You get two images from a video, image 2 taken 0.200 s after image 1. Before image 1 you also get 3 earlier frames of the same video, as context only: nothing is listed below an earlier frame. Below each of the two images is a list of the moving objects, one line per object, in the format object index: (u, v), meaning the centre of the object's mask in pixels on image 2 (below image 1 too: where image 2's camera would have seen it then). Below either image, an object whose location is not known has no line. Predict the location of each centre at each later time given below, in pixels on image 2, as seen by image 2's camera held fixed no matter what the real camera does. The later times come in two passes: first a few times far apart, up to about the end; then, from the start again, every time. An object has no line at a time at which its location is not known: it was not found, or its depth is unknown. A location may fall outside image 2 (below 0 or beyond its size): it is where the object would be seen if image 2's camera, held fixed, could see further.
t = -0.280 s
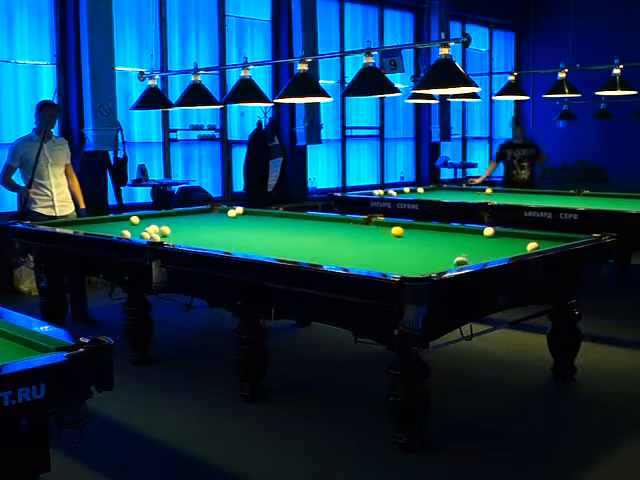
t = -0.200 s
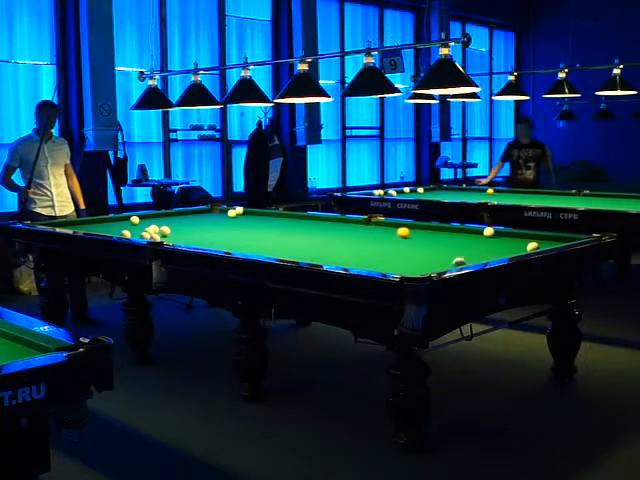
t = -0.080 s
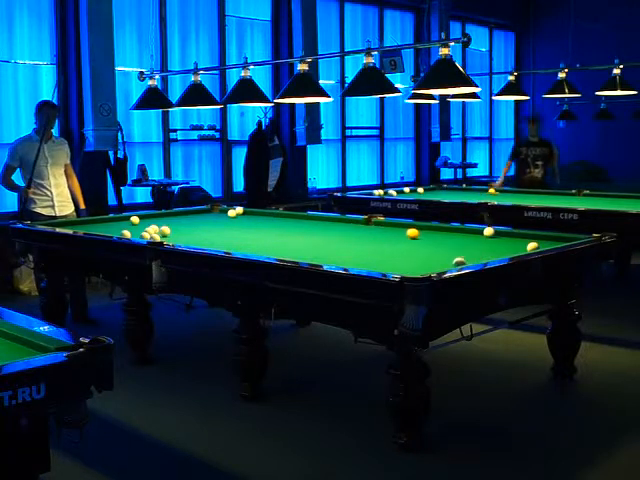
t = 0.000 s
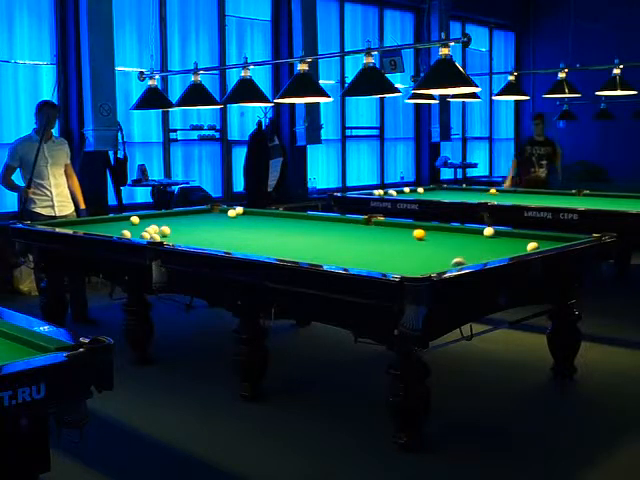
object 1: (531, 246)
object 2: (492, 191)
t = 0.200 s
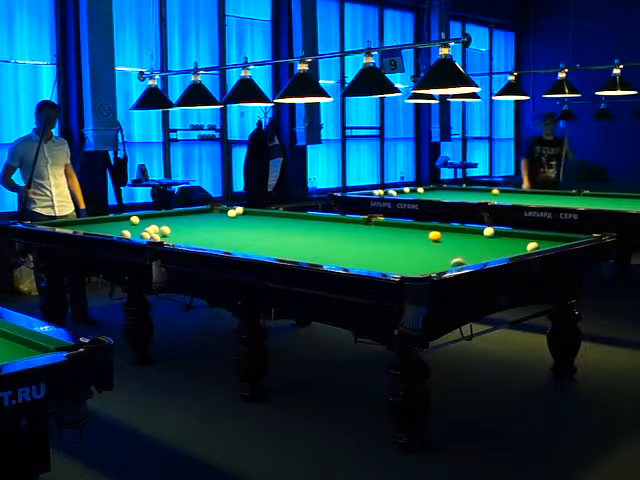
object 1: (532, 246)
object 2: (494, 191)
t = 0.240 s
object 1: (532, 246)
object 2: (495, 191)
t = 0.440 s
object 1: (532, 246)
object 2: (497, 192)
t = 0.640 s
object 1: (532, 246)
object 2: (500, 192)
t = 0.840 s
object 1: (532, 246)
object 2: (502, 192)
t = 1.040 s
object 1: (532, 246)
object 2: (503, 192)
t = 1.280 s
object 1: (536, 246)
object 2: (506, 192)
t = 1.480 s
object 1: (536, 245)
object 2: (507, 192)
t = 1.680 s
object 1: (532, 244)
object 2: (507, 192)
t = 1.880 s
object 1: (525, 244)
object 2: (509, 193)
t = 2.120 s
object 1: (519, 244)
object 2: (510, 193)
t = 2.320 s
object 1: (515, 244)
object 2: (510, 193)
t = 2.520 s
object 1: (511, 244)
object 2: (511, 192)
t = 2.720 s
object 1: (507, 243)
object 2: (511, 192)
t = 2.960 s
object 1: (503, 243)
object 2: (511, 192)
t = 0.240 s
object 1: (532, 246)
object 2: (495, 191)
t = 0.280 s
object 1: (532, 246)
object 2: (495, 191)
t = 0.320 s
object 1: (532, 246)
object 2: (496, 192)
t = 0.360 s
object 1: (532, 246)
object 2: (496, 192)
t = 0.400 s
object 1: (532, 246)
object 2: (496, 192)
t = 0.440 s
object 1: (532, 246)
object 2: (497, 192)
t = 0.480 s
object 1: (532, 246)
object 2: (497, 192)
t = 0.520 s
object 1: (532, 246)
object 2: (497, 192)
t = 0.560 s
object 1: (532, 246)
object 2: (498, 192)
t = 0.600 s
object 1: (532, 246)
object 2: (499, 192)
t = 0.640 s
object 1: (532, 246)
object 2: (500, 192)
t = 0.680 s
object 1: (532, 246)
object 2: (500, 192)
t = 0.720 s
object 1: (532, 246)
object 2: (501, 192)
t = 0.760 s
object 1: (532, 246)
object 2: (501, 192)
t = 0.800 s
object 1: (532, 246)
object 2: (501, 192)
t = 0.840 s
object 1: (532, 246)
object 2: (502, 192)
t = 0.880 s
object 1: (532, 246)
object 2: (502, 192)
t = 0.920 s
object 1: (532, 246)
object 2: (502, 192)
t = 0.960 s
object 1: (532, 246)
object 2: (502, 192)
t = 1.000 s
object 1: (532, 246)
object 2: (503, 192)
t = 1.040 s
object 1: (532, 246)
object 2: (503, 192)
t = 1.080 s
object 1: (532, 246)
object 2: (504, 192)
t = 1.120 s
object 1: (532, 246)
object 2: (504, 192)
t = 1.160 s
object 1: (532, 246)
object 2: (504, 192)
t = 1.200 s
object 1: (532, 245)
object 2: (505, 192)
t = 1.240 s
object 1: (533, 246)
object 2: (506, 192)
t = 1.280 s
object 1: (536, 246)
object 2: (506, 192)
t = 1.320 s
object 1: (539, 245)
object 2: (506, 192)
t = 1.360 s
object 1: (539, 245)
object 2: (506, 192)
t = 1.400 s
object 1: (538, 246)
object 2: (506, 192)
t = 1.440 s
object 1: (537, 245)
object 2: (506, 192)
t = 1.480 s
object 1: (536, 245)
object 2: (507, 192)
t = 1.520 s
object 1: (535, 245)
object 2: (507, 192)
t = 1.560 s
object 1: (534, 245)
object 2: (507, 192)
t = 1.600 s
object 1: (532, 245)
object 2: (507, 192)
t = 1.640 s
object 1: (532, 245)
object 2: (507, 192)
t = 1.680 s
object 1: (532, 244)
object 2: (507, 192)
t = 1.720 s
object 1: (531, 244)
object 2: (508, 192)
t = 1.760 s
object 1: (531, 244)
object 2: (508, 192)
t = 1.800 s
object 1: (528, 243)
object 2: (508, 192)
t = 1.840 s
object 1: (527, 243)
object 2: (508, 193)
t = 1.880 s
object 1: (525, 244)
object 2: (509, 193)
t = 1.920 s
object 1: (523, 244)
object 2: (509, 193)
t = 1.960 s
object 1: (522, 245)
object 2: (509, 193)
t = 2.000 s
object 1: (521, 244)
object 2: (509, 193)
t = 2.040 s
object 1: (520, 244)
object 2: (510, 192)
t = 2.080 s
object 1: (520, 244)
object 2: (510, 193)
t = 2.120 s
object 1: (519, 244)
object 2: (510, 193)
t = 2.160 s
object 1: (518, 244)
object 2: (510, 193)
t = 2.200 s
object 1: (517, 244)
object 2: (510, 193)
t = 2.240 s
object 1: (516, 244)
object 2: (510, 193)
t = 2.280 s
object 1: (515, 244)
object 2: (510, 193)
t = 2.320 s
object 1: (515, 244)
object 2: (510, 193)
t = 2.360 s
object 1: (513, 244)
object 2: (510, 192)
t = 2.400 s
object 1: (513, 244)
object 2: (510, 192)
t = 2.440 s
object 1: (512, 244)
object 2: (510, 192)
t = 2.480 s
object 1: (512, 244)
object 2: (511, 192)
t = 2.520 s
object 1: (511, 244)
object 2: (511, 192)
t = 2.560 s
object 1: (511, 244)
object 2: (511, 192)
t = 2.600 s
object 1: (510, 243)
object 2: (511, 192)
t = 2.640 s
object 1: (508, 243)
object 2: (511, 192)
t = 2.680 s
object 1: (507, 243)
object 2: (511, 192)
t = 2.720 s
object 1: (507, 243)
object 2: (511, 192)
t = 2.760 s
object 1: (506, 243)
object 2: (511, 192)
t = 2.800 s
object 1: (505, 243)
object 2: (511, 192)
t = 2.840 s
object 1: (504, 243)
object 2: (511, 192)
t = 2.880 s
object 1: (504, 243)
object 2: (511, 192)
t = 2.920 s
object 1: (504, 243)
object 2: (511, 192)
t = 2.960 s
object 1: (503, 243)
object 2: (511, 192)
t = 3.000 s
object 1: (502, 243)
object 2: (512, 193)
